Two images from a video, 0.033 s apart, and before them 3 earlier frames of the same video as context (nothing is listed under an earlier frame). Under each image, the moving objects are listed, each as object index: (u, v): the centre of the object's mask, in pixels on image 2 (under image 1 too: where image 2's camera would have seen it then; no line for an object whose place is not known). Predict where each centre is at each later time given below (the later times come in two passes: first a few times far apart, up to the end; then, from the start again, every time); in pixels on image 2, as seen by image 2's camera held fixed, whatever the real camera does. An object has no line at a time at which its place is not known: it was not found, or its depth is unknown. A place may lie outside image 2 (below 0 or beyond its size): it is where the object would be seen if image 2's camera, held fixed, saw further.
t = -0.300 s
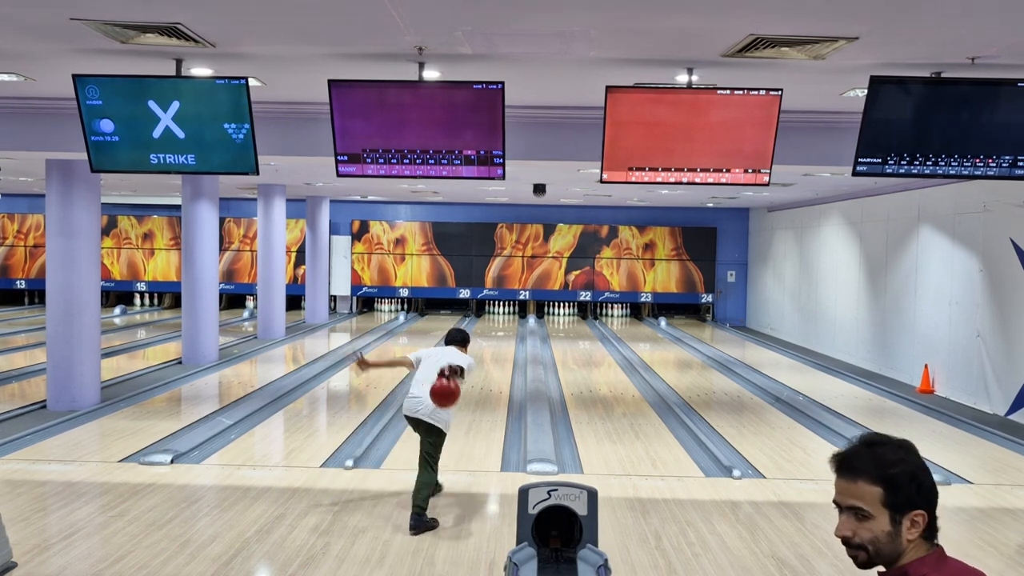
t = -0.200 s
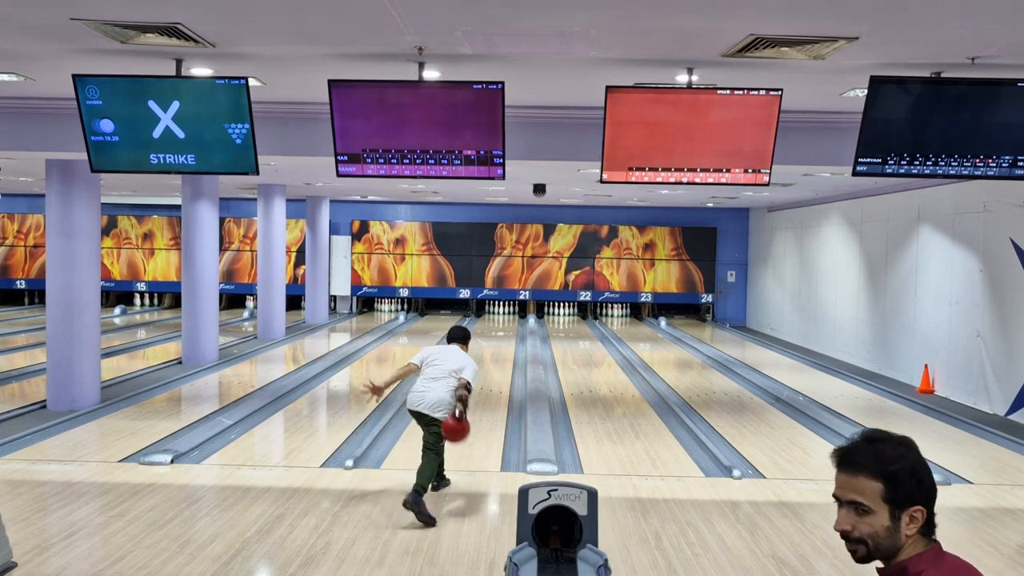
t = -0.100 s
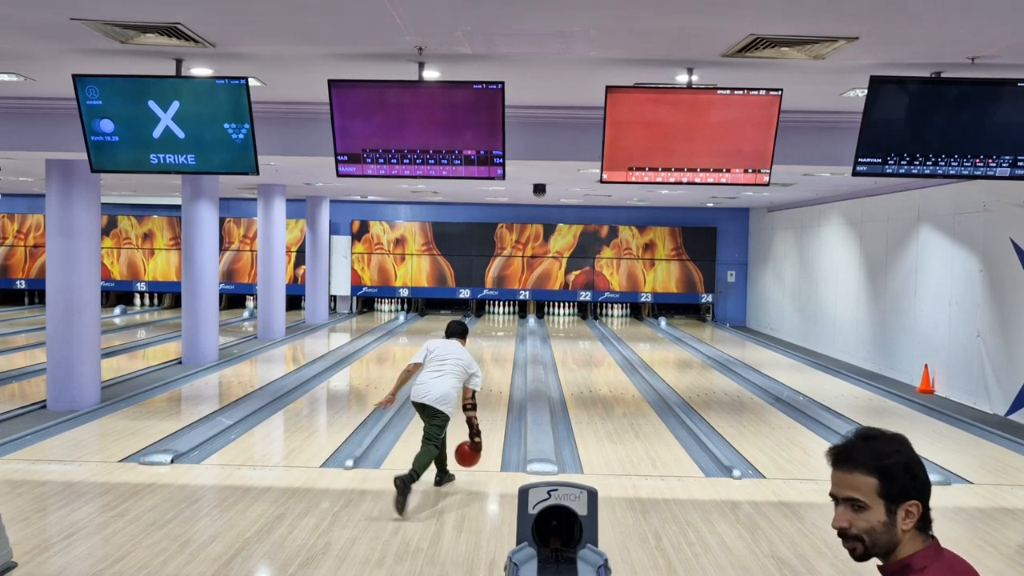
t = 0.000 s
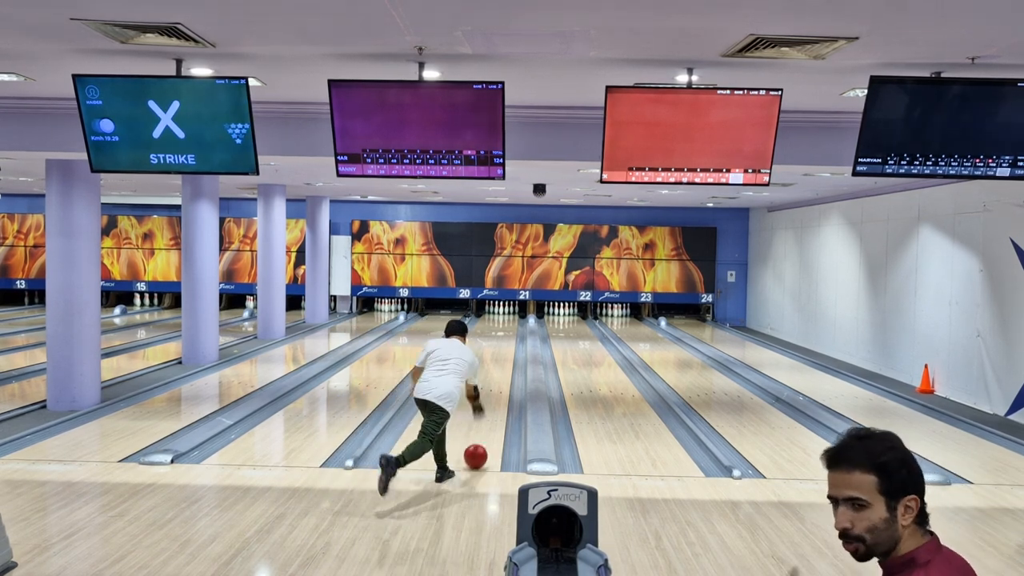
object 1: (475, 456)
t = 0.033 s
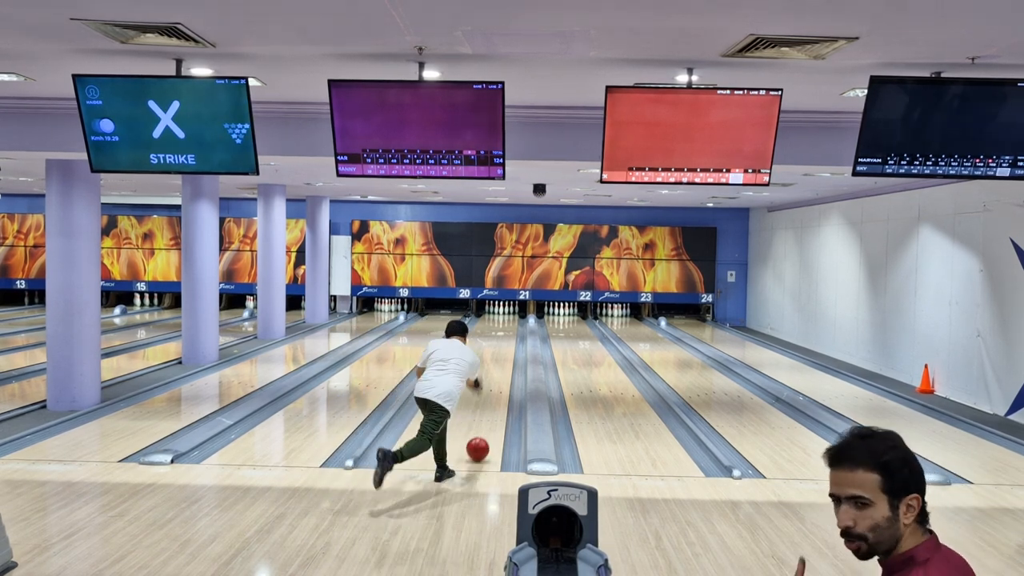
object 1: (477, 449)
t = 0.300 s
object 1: (490, 410)
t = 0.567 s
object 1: (498, 383)
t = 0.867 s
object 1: (503, 362)
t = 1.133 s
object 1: (506, 349)
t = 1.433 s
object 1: (508, 337)
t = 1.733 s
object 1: (508, 328)
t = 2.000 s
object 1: (508, 322)
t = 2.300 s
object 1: (506, 317)
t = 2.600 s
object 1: (503, 312)
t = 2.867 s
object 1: (504, 310)
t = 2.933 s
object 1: (504, 309)
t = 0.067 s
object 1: (479, 443)
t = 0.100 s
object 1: (481, 438)
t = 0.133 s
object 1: (483, 432)
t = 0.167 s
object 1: (484, 427)
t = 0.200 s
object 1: (486, 422)
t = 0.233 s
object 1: (487, 418)
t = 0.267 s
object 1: (489, 414)
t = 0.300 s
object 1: (490, 410)
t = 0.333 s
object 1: (491, 406)
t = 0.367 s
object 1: (492, 402)
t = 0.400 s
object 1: (493, 398)
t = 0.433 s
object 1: (494, 395)
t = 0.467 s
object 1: (495, 392)
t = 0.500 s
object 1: (496, 389)
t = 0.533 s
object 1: (499, 386)
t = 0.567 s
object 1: (498, 383)
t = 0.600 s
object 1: (498, 381)
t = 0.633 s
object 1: (499, 378)
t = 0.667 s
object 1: (500, 375)
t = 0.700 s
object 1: (500, 373)
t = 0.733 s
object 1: (501, 371)
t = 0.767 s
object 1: (502, 369)
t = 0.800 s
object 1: (502, 366)
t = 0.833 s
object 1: (503, 364)
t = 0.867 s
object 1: (503, 362)
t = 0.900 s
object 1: (503, 361)
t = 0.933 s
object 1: (504, 359)
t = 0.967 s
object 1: (504, 357)
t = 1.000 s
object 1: (505, 355)
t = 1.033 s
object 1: (505, 354)
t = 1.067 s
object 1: (505, 352)
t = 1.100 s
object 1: (506, 350)
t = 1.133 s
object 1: (506, 349)
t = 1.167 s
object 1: (506, 347)
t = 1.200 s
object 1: (506, 346)
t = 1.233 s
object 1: (506, 345)
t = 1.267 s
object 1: (507, 344)
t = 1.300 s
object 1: (507, 342)
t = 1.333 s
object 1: (507, 341)
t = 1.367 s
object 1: (507, 340)
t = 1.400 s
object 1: (507, 338)
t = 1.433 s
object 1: (508, 337)
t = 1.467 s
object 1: (508, 336)
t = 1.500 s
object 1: (508, 335)
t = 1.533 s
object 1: (508, 334)
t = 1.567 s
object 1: (508, 333)
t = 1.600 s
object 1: (508, 332)
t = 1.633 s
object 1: (508, 331)
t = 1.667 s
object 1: (508, 330)
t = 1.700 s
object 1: (508, 329)
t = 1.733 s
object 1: (508, 328)
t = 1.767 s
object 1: (508, 327)
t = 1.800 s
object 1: (508, 327)
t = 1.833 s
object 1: (508, 326)
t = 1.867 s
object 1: (508, 325)
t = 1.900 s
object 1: (508, 324)
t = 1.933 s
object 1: (508, 324)
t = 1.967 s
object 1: (508, 323)
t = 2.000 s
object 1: (508, 322)
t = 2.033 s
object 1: (508, 321)
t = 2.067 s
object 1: (507, 320)
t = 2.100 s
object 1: (507, 320)
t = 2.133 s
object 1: (507, 319)
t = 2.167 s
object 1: (507, 318)
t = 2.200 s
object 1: (507, 318)
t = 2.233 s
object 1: (506, 317)
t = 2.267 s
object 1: (506, 317)
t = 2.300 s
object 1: (506, 317)
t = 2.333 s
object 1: (506, 316)
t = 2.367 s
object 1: (506, 315)
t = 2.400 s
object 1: (505, 314)
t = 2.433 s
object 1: (505, 314)
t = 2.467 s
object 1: (505, 314)
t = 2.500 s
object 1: (504, 313)
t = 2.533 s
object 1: (504, 313)
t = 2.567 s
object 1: (503, 312)
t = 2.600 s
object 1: (503, 312)
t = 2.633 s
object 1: (502, 311)
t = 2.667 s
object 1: (503, 311)
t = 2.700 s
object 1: (503, 311)
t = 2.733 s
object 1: (503, 310)
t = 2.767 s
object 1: (503, 310)
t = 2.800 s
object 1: (503, 310)
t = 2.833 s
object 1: (504, 310)
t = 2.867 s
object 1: (504, 310)
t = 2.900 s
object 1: (504, 309)
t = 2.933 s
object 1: (504, 309)
